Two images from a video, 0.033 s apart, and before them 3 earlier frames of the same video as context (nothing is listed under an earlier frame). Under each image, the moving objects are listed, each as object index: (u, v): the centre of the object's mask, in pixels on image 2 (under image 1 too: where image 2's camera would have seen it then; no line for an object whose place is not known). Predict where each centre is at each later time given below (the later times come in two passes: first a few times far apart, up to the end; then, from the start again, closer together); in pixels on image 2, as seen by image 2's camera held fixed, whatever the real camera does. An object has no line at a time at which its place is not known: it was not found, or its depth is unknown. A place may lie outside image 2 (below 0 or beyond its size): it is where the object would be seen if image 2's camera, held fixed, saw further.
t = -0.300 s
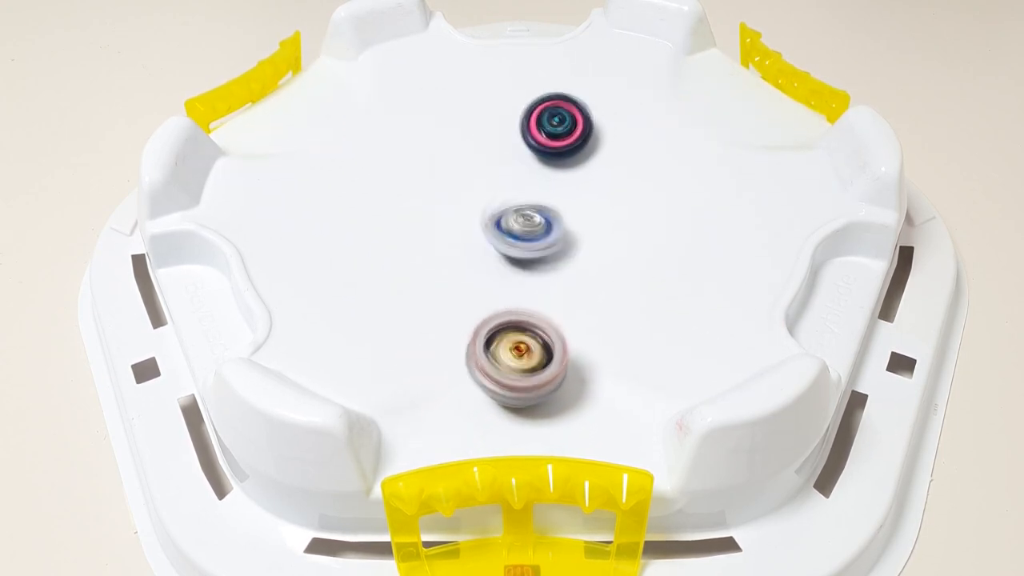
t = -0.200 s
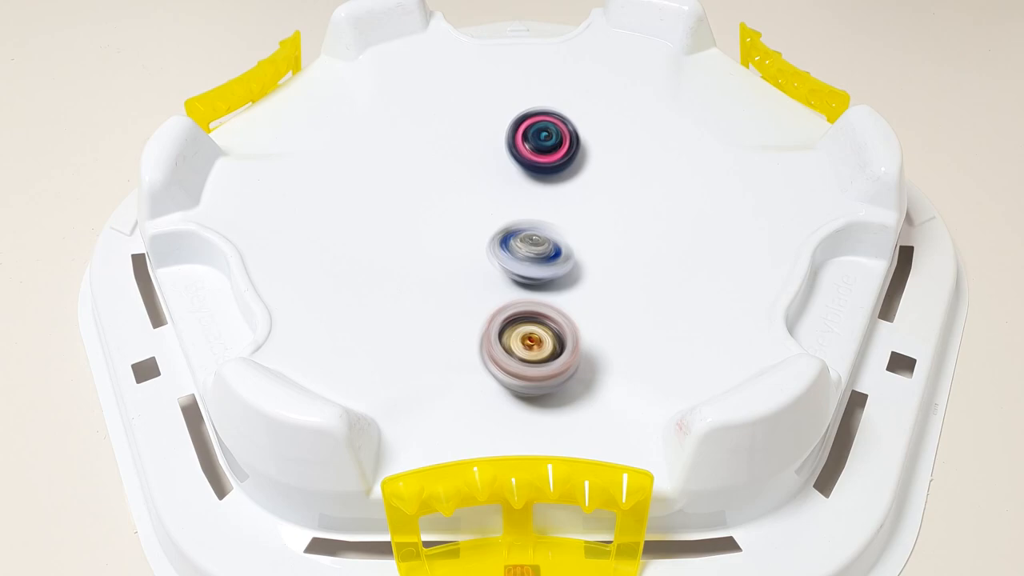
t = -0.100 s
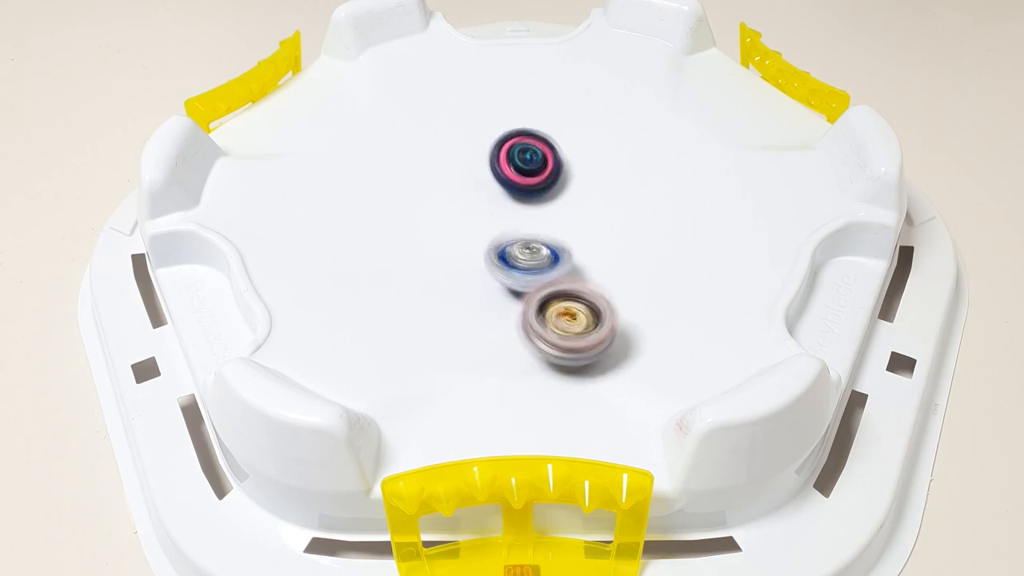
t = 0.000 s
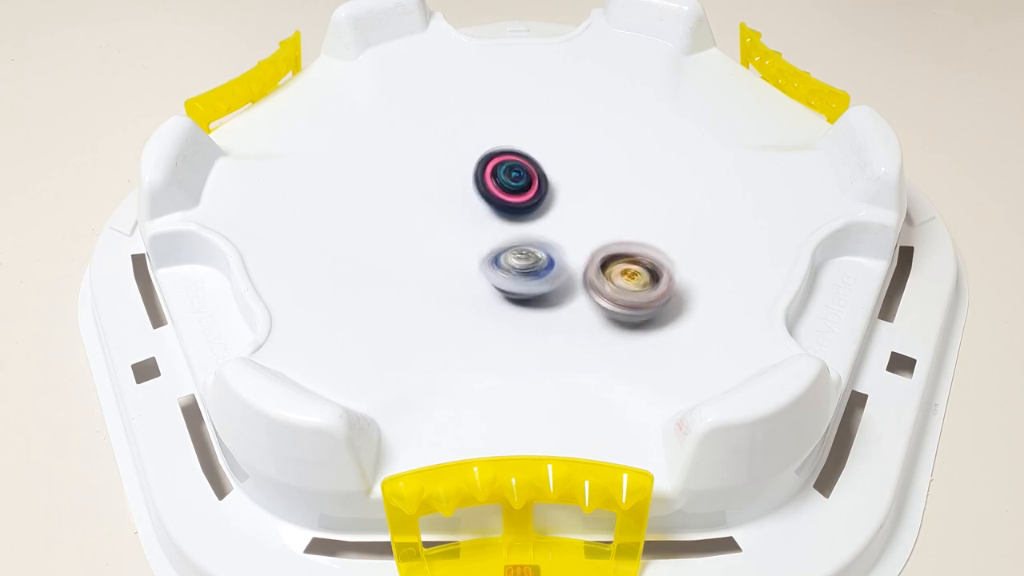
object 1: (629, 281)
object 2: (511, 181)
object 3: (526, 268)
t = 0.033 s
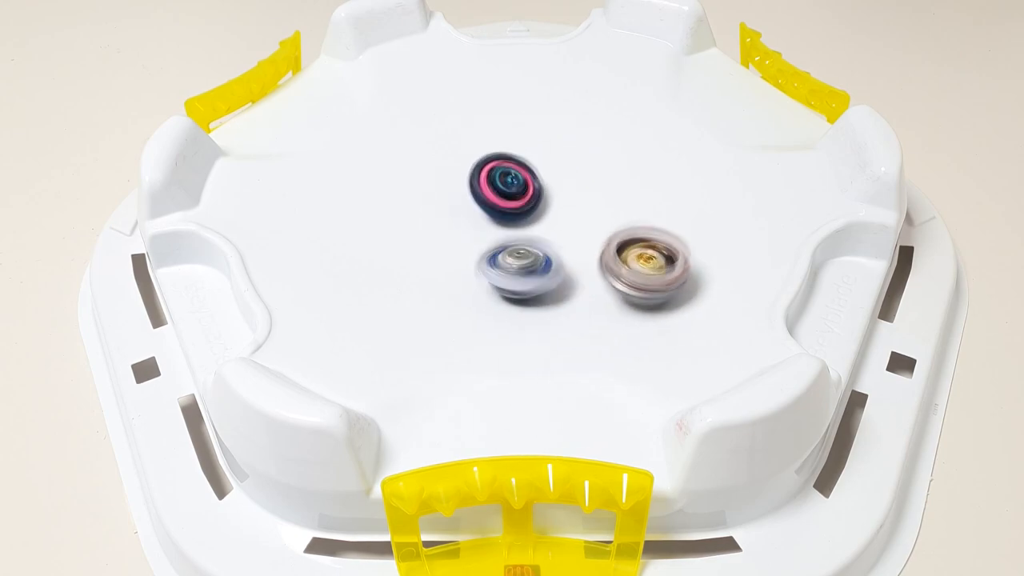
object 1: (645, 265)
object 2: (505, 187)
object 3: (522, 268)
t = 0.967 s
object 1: (466, 113)
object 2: (499, 248)
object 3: (519, 191)
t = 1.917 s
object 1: (440, 158)
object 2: (598, 172)
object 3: (453, 223)
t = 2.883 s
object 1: (557, 197)
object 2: (527, 149)
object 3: (573, 258)
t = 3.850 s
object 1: (562, 175)
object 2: (486, 239)
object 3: (557, 235)
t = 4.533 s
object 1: (496, 180)
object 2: (487, 239)
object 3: (560, 234)
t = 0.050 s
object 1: (653, 256)
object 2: (503, 190)
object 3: (520, 268)
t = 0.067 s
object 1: (658, 248)
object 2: (501, 191)
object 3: (518, 267)
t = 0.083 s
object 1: (664, 239)
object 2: (499, 195)
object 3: (518, 266)
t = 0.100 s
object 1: (667, 231)
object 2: (497, 197)
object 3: (516, 265)
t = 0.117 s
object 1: (671, 222)
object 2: (495, 199)
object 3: (517, 263)
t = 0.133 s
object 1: (673, 213)
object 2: (493, 200)
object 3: (513, 259)
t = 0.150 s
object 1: (676, 203)
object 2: (491, 202)
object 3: (515, 257)
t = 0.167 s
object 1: (676, 195)
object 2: (489, 204)
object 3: (513, 256)
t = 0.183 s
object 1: (677, 184)
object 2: (485, 204)
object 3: (517, 255)
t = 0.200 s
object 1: (676, 177)
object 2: (481, 204)
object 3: (518, 256)
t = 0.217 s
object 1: (676, 167)
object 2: (477, 206)
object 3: (522, 256)
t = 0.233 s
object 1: (673, 160)
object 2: (473, 207)
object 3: (523, 255)
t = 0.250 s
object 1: (671, 151)
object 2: (471, 209)
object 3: (525, 254)
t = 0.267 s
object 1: (668, 144)
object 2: (468, 210)
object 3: (527, 254)
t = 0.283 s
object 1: (664, 136)
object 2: (466, 212)
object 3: (529, 253)
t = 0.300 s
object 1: (659, 128)
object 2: (465, 214)
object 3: (531, 251)
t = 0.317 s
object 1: (654, 121)
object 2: (464, 217)
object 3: (532, 250)
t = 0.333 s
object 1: (648, 112)
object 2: (465, 219)
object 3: (535, 249)
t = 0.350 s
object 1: (643, 106)
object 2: (464, 219)
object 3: (536, 248)
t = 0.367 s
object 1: (636, 99)
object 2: (464, 221)
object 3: (539, 246)
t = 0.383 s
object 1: (630, 94)
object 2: (464, 223)
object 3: (540, 245)
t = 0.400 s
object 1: (622, 86)
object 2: (464, 225)
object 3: (542, 243)
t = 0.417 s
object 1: (614, 81)
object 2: (462, 226)
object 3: (544, 243)
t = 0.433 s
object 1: (607, 75)
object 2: (460, 227)
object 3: (552, 241)
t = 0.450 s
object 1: (598, 72)
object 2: (458, 228)
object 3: (550, 239)
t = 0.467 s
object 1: (592, 67)
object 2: (457, 229)
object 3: (554, 237)
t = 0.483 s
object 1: (584, 64)
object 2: (457, 229)
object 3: (553, 236)
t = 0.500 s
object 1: (577, 61)
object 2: (456, 230)
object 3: (556, 233)
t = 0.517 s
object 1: (568, 58)
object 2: (456, 232)
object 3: (554, 232)
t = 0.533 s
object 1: (562, 57)
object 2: (457, 233)
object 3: (557, 231)
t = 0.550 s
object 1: (554, 55)
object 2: (457, 234)
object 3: (555, 229)
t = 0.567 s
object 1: (549, 55)
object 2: (457, 236)
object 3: (557, 227)
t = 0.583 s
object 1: (541, 54)
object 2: (457, 237)
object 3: (554, 226)
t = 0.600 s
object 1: (536, 54)
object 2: (458, 237)
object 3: (556, 224)
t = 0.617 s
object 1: (530, 54)
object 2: (459, 239)
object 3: (554, 222)
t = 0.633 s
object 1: (525, 55)
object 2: (460, 240)
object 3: (555, 220)
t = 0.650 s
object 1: (519, 55)
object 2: (461, 240)
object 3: (552, 218)
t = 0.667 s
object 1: (515, 56)
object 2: (462, 242)
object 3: (554, 217)
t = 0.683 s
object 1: (510, 58)
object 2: (464, 243)
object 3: (551, 215)
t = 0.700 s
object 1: (506, 60)
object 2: (465, 243)
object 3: (551, 213)
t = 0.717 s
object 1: (502, 61)
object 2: (467, 244)
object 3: (547, 212)
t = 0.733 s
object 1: (498, 64)
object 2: (468, 245)
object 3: (548, 211)
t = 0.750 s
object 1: (495, 66)
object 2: (470, 245)
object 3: (545, 209)
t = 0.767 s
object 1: (491, 69)
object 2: (472, 246)
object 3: (545, 207)
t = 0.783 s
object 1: (488, 72)
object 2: (474, 246)
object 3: (541, 206)
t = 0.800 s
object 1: (485, 76)
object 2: (476, 246)
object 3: (542, 205)
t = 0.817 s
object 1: (483, 77)
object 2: (478, 247)
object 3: (538, 203)
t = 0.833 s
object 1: (479, 81)
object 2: (481, 247)
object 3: (537, 202)
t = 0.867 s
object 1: (475, 88)
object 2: (485, 247)
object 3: (533, 200)
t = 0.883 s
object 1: (474, 92)
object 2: (487, 247)
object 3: (530, 198)
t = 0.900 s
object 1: (471, 96)
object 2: (490, 247)
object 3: (528, 197)
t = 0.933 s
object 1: (468, 103)
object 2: (495, 248)
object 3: (523, 194)
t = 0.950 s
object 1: (467, 109)
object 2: (497, 248)
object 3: (518, 192)
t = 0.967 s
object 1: (466, 113)
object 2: (499, 248)
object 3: (519, 191)
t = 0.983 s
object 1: (465, 119)
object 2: (502, 248)
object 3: (514, 190)
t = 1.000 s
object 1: (464, 123)
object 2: (504, 247)
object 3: (515, 189)
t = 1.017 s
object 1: (464, 129)
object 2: (506, 247)
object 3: (509, 188)
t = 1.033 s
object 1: (462, 133)
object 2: (509, 246)
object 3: (509, 187)
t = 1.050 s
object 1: (461, 132)
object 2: (511, 246)
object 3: (510, 190)
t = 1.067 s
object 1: (453, 129)
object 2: (515, 247)
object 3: (516, 191)
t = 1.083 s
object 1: (449, 128)
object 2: (519, 252)
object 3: (517, 195)
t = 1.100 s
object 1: (444, 126)
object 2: (524, 255)
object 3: (518, 196)
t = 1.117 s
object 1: (440, 126)
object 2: (529, 259)
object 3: (518, 196)
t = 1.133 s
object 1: (435, 125)
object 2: (535, 260)
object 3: (522, 200)
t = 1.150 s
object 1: (432, 126)
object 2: (538, 263)
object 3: (523, 200)
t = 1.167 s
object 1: (429, 127)
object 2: (541, 264)
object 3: (522, 202)
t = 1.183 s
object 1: (427, 128)
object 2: (543, 264)
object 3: (525, 202)
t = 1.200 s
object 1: (425, 130)
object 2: (545, 265)
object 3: (523, 202)
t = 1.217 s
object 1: (424, 131)
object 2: (546, 264)
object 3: (525, 204)
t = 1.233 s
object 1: (423, 133)
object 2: (548, 264)
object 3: (523, 203)
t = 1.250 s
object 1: (423, 134)
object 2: (549, 262)
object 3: (523, 206)
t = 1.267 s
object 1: (422, 136)
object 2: (550, 262)
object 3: (525, 207)
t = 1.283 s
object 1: (423, 138)
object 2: (551, 261)
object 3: (521, 208)
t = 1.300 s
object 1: (423, 139)
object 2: (554, 260)
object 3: (524, 210)
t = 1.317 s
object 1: (424, 142)
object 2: (555, 260)
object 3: (522, 210)
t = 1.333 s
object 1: (424, 143)
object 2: (556, 258)
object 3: (523, 212)
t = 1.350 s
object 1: (426, 146)
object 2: (563, 261)
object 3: (521, 211)
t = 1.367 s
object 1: (426, 148)
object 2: (568, 263)
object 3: (517, 211)
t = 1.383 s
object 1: (428, 151)
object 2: (573, 262)
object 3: (511, 206)
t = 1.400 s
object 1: (429, 153)
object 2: (576, 263)
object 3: (509, 203)
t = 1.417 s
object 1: (431, 155)
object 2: (578, 263)
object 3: (504, 202)
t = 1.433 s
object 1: (432, 158)
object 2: (579, 262)
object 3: (503, 201)
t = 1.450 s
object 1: (435, 160)
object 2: (579, 261)
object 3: (501, 200)
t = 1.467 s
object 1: (435, 159)
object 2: (581, 259)
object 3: (498, 201)
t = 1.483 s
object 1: (434, 158)
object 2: (581, 258)
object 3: (500, 202)
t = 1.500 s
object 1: (434, 159)
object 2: (582, 256)
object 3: (502, 202)
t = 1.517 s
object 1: (434, 159)
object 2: (582, 256)
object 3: (502, 205)
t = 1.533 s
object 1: (435, 160)
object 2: (583, 254)
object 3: (505, 204)
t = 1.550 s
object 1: (435, 160)
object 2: (583, 253)
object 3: (503, 205)
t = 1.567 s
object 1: (436, 161)
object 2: (582, 251)
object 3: (504, 206)
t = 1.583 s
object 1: (436, 163)
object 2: (583, 250)
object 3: (506, 206)
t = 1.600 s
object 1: (438, 163)
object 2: (582, 248)
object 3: (503, 206)
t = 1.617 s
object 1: (434, 162)
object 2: (582, 246)
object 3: (513, 209)
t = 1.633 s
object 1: (433, 161)
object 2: (581, 245)
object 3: (516, 209)
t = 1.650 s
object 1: (432, 160)
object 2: (581, 242)
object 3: (516, 210)
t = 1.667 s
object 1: (432, 160)
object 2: (580, 242)
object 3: (520, 210)
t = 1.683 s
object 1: (432, 161)
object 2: (579, 240)
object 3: (520, 212)
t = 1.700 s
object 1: (432, 161)
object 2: (580, 237)
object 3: (515, 213)
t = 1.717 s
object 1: (433, 162)
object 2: (581, 234)
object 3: (515, 214)
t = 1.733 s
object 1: (433, 162)
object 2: (586, 230)
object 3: (512, 214)
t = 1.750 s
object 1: (434, 163)
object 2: (591, 223)
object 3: (498, 215)
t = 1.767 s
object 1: (433, 162)
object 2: (595, 218)
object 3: (488, 216)
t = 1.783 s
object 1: (433, 161)
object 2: (598, 213)
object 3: (484, 220)
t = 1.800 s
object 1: (432, 159)
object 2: (599, 207)
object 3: (481, 221)
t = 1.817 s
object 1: (433, 158)
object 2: (600, 201)
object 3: (474, 220)
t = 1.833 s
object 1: (433, 157)
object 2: (601, 196)
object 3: (467, 219)
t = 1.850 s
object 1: (435, 157)
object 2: (601, 191)
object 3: (463, 222)
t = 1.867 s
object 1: (436, 158)
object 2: (600, 186)
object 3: (462, 226)
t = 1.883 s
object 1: (436, 158)
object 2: (600, 181)
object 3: (460, 226)
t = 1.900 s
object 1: (438, 158)
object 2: (598, 176)
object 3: (457, 225)
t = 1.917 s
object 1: (440, 158)
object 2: (598, 172)
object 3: (453, 223)
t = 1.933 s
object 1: (442, 160)
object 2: (595, 167)
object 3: (454, 228)
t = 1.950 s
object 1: (443, 160)
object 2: (592, 164)
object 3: (453, 228)
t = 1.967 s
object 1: (446, 161)
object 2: (590, 160)
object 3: (453, 228)
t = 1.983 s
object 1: (448, 161)
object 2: (587, 158)
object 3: (452, 229)
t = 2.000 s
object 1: (449, 163)
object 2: (583, 156)
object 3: (451, 230)
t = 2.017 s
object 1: (451, 164)
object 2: (580, 155)
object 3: (455, 232)
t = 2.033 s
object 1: (452, 166)
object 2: (577, 153)
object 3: (455, 232)
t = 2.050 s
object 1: (455, 167)
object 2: (573, 152)
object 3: (453, 232)
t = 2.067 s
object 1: (456, 168)
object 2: (571, 151)
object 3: (453, 232)
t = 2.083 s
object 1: (458, 170)
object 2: (568, 149)
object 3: (457, 235)
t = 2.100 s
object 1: (460, 171)
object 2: (565, 150)
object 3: (462, 236)
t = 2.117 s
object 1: (463, 171)
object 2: (562, 150)
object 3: (461, 235)
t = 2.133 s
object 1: (466, 174)
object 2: (559, 150)
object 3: (462, 236)
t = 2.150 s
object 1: (469, 176)
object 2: (557, 150)
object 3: (466, 237)
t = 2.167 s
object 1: (474, 177)
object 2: (554, 150)
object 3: (471, 236)
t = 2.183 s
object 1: (478, 178)
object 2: (552, 151)
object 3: (476, 237)
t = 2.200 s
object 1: (485, 178)
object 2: (551, 151)
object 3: (475, 241)
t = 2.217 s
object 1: (492, 178)
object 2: (550, 151)
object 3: (477, 243)
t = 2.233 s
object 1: (494, 180)
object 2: (551, 150)
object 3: (481, 243)
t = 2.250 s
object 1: (495, 181)
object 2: (551, 148)
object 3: (487, 243)
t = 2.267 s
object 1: (498, 183)
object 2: (552, 147)
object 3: (491, 243)
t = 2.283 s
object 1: (502, 185)
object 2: (553, 147)
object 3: (492, 245)
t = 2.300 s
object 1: (506, 186)
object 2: (552, 147)
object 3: (495, 245)
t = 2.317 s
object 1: (511, 185)
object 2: (553, 146)
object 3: (499, 244)
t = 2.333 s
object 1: (515, 185)
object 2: (553, 144)
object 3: (504, 245)
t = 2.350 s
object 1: (517, 187)
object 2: (554, 141)
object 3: (510, 246)
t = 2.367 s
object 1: (517, 190)
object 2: (555, 139)
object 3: (517, 249)
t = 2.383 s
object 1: (519, 192)
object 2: (555, 137)
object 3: (520, 253)
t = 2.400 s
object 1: (521, 194)
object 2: (555, 136)
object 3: (524, 253)
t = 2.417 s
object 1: (524, 193)
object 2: (556, 135)
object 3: (530, 253)
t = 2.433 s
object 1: (526, 194)
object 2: (555, 136)
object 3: (536, 254)
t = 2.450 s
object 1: (530, 195)
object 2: (554, 136)
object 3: (541, 254)
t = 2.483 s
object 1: (536, 195)
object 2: (554, 137)
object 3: (551, 253)
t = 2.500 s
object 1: (538, 195)
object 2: (555, 139)
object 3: (555, 253)
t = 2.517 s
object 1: (541, 195)
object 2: (555, 139)
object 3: (560, 253)
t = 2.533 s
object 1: (543, 195)
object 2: (555, 140)
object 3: (562, 253)
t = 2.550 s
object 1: (547, 195)
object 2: (555, 141)
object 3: (565, 252)
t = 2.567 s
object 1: (549, 194)
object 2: (553, 141)
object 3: (566, 251)
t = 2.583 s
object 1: (551, 193)
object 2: (553, 142)
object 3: (568, 251)
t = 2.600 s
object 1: (553, 195)
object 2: (554, 144)
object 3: (569, 250)
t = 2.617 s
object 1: (554, 195)
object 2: (552, 143)
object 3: (570, 250)
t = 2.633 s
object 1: (555, 196)
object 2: (552, 144)
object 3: (573, 250)
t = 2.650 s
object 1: (555, 196)
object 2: (550, 144)
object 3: (575, 250)
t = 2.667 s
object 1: (554, 194)
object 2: (548, 143)
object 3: (577, 250)
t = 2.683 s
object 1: (556, 194)
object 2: (547, 145)
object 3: (578, 250)
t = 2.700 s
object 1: (556, 195)
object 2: (546, 145)
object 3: (578, 252)
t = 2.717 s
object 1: (555, 195)
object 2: (544, 145)
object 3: (577, 252)
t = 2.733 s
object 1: (556, 196)
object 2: (542, 146)
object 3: (577, 252)
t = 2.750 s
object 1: (556, 196)
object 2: (542, 147)
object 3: (577, 252)
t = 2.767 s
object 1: (556, 197)
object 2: (540, 148)
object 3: (577, 252)
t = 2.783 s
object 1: (555, 196)
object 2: (540, 149)
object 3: (578, 251)
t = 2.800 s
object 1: (556, 198)
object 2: (540, 148)
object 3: (578, 252)
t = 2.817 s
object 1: (554, 200)
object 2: (537, 148)
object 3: (579, 253)
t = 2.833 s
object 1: (554, 200)
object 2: (536, 149)
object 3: (578, 254)
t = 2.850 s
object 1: (554, 197)
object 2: (533, 147)
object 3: (577, 256)
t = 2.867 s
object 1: (557, 197)
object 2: (530, 149)
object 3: (575, 256)
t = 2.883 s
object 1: (557, 197)
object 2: (527, 149)
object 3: (573, 258)
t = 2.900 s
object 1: (557, 199)
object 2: (527, 153)
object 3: (572, 258)
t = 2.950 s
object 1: (555, 198)
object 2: (523, 154)
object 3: (571, 257)
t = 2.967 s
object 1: (555, 197)
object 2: (522, 154)
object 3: (570, 257)
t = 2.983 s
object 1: (553, 198)
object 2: (520, 155)
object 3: (570, 256)
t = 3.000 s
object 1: (553, 199)
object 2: (518, 157)
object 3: (569, 256)
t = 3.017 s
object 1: (553, 199)
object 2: (514, 158)
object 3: (569, 256)
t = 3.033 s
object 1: (554, 200)
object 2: (512, 162)
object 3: (569, 256)
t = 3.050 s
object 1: (554, 198)
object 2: (509, 162)
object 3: (569, 256)
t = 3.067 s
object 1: (554, 200)
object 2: (506, 166)
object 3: (569, 257)
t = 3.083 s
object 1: (553, 199)
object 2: (501, 168)
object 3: (569, 257)
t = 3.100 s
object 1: (553, 199)
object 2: (500, 170)
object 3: (568, 257)
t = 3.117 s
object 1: (553, 198)
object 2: (498, 172)
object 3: (568, 257)
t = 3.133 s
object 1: (553, 197)
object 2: (495, 174)
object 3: (568, 257)
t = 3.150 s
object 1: (558, 198)
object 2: (492, 175)
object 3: (568, 259)
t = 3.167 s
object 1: (563, 196)
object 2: (486, 174)
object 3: (568, 260)
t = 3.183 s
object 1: (566, 194)
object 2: (483, 174)
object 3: (567, 261)
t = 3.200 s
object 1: (568, 194)
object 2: (479, 174)
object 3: (567, 261)
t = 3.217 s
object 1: (569, 195)
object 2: (478, 174)
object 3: (567, 261)
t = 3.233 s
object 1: (567, 193)
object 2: (477, 175)
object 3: (566, 260)
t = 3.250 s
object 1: (564, 194)
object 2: (477, 178)
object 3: (565, 260)
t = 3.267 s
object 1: (562, 193)
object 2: (478, 179)
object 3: (564, 260)
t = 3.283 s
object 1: (560, 191)
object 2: (478, 180)
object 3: (562, 258)
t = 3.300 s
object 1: (559, 189)
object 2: (477, 182)
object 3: (561, 257)
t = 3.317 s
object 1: (559, 190)
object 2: (476, 183)
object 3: (561, 255)
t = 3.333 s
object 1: (558, 188)
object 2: (476, 185)
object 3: (560, 253)
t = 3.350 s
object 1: (555, 188)
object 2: (476, 189)
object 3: (559, 252)
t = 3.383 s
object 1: (555, 186)
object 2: (478, 194)
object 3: (559, 247)
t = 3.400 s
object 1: (555, 185)
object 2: (479, 197)
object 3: (559, 246)
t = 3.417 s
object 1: (556, 186)
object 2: (480, 199)
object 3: (559, 245)
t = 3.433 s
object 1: (558, 184)
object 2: (480, 200)
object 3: (560, 244)
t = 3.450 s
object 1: (556, 185)
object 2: (480, 202)
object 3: (560, 243)
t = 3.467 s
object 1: (555, 184)
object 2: (480, 205)
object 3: (560, 242)
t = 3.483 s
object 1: (554, 182)
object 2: (482, 207)
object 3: (560, 242)
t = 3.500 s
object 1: (553, 180)
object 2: (485, 210)
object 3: (561, 241)
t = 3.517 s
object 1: (554, 180)
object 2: (488, 211)
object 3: (561, 240)
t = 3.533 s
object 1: (555, 179)
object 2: (489, 214)
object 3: (562, 240)
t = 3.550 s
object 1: (554, 180)
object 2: (489, 215)
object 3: (564, 239)
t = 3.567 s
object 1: (554, 180)
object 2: (490, 216)
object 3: (567, 240)
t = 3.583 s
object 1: (553, 180)
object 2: (489, 217)
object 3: (570, 239)
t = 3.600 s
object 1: (552, 180)
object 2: (489, 217)
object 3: (570, 240)
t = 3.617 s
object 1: (552, 182)
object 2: (489, 218)
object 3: (571, 240)
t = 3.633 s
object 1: (552, 181)
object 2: (490, 219)
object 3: (571, 240)
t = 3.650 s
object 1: (551, 180)
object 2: (489, 222)
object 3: (571, 240)
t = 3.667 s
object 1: (553, 178)
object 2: (488, 225)
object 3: (570, 240)
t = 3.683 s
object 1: (556, 176)
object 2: (487, 227)
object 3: (569, 239)
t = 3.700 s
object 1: (558, 174)
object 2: (488, 230)
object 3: (568, 239)
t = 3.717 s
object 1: (559, 175)
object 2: (490, 232)
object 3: (567, 239)
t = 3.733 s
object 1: (560, 176)
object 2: (491, 234)
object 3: (565, 239)
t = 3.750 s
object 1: (561, 177)
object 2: (491, 234)
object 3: (563, 238)
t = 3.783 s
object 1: (559, 178)
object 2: (490, 237)
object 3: (559, 237)
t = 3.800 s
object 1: (559, 176)
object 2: (488, 238)
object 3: (559, 236)
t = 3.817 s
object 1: (559, 176)
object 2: (487, 238)
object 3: (559, 236)
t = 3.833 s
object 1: (561, 176)
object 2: (486, 239)
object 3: (558, 236)
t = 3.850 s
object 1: (562, 175)
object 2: (486, 239)
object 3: (557, 235)
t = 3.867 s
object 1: (561, 176)
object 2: (486, 239)
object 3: (559, 235)
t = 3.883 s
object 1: (561, 178)
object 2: (486, 239)
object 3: (559, 235)
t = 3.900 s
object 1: (559, 178)
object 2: (486, 240)
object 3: (559, 235)
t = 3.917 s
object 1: (556, 178)
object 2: (485, 240)
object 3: (558, 235)
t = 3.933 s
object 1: (554, 178)
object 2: (486, 239)
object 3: (558, 235)
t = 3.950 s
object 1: (554, 179)
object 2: (486, 239)
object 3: (559, 235)
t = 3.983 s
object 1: (551, 179)
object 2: (487, 240)
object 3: (559, 234)
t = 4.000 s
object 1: (549, 180)
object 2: (487, 240)
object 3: (560, 234)
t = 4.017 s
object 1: (547, 181)
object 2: (487, 240)
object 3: (560, 234)
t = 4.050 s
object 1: (541, 181)
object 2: (487, 240)
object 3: (560, 234)
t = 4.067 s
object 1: (540, 183)
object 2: (487, 240)
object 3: (560, 234)
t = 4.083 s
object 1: (537, 182)
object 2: (487, 240)
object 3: (560, 234)
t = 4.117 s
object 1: (531, 183)
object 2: (487, 240)
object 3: (560, 234)
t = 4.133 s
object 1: (528, 183)
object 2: (487, 240)
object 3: (560, 234)
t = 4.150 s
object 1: (526, 182)
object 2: (487, 239)
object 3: (560, 233)
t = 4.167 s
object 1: (523, 182)
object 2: (487, 239)
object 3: (560, 233)
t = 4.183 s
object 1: (521, 183)
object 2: (487, 239)
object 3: (560, 233)
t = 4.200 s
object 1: (519, 182)
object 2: (487, 239)
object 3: (560, 234)
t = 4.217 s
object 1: (517, 181)
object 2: (487, 239)
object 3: (560, 234)
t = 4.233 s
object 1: (515, 182)
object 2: (487, 239)
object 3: (560, 234)
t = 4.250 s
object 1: (512, 182)
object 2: (487, 239)
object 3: (560, 233)
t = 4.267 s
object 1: (512, 180)
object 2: (487, 239)
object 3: (560, 233)
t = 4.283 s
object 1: (509, 179)
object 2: (487, 239)
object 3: (560, 233)
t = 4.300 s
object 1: (507, 179)
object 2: (487, 239)
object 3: (560, 233)
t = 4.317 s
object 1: (506, 179)
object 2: (487, 239)
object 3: (560, 233)
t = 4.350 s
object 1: (501, 177)
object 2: (487, 239)
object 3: (560, 233)
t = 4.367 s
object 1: (501, 177)
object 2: (487, 239)
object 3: (560, 233)
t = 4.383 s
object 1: (502, 176)
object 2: (487, 239)
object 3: (560, 233)
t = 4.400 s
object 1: (502, 175)
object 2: (487, 239)
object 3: (559, 233)
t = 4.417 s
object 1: (502, 176)
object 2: (487, 239)
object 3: (560, 233)
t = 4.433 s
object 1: (501, 177)
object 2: (487, 239)
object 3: (560, 233)
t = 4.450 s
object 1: (501, 177)
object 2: (487, 239)
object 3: (560, 233)
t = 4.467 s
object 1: (499, 176)
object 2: (487, 239)
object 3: (560, 233)
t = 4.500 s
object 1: (498, 178)
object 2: (487, 239)
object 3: (560, 234)
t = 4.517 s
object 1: (496, 178)
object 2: (487, 239)
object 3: (560, 234)
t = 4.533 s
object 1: (496, 180)
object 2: (487, 239)
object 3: (560, 234)
